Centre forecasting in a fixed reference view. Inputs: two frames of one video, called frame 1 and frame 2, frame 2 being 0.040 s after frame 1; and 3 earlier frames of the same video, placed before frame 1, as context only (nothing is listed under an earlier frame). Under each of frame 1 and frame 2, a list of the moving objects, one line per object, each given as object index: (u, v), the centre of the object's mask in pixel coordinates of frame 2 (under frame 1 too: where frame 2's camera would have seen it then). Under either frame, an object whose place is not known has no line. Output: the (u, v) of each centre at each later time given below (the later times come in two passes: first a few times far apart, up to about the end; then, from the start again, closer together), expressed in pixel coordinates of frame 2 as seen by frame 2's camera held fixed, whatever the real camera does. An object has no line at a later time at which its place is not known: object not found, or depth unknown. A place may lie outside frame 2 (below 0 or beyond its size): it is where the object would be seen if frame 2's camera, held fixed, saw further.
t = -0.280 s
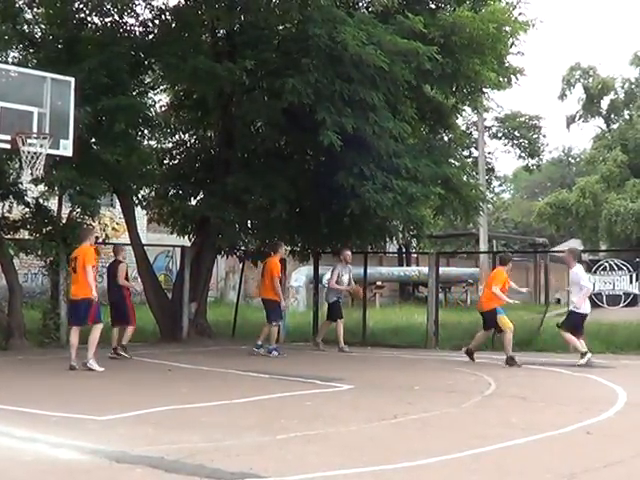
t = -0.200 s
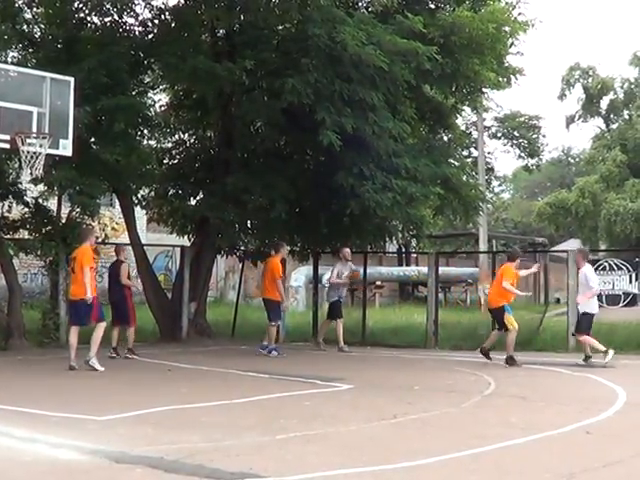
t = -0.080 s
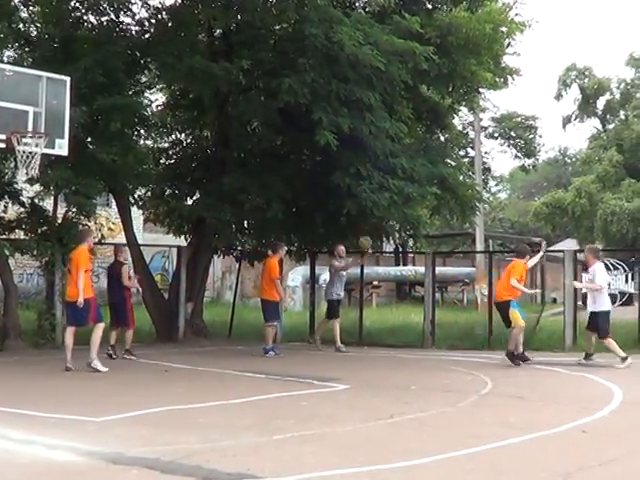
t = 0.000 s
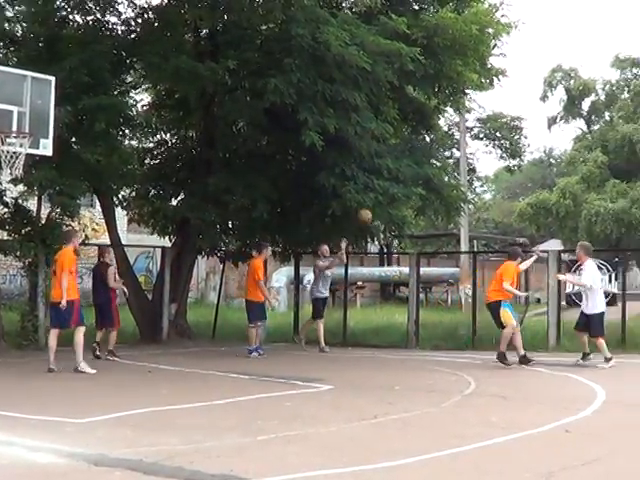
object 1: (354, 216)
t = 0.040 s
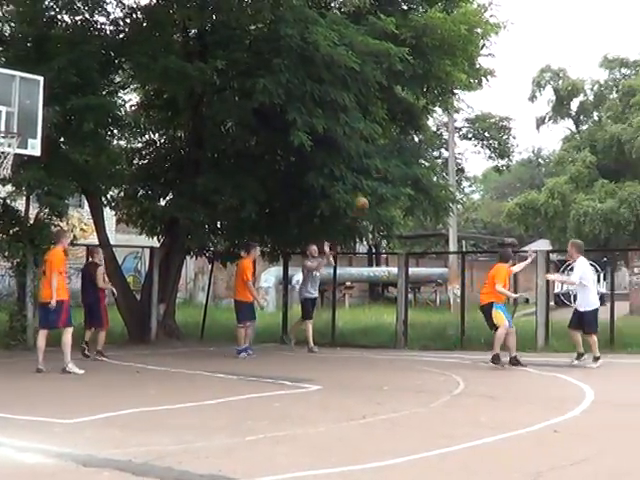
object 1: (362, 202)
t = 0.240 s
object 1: (403, 150)
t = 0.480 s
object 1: (463, 114)
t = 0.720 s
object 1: (536, 113)
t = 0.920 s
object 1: (609, 148)
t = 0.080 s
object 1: (369, 192)
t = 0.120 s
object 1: (378, 179)
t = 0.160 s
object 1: (386, 169)
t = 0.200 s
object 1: (394, 159)
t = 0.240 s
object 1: (403, 150)
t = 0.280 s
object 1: (412, 141)
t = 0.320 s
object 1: (420, 133)
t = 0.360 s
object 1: (428, 128)
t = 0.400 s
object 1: (441, 123)
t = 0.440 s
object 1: (451, 117)
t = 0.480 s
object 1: (463, 114)
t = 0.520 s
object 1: (476, 114)
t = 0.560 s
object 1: (485, 110)
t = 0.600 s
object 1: (494, 107)
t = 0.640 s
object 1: (506, 107)
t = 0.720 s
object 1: (536, 113)
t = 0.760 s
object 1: (549, 117)
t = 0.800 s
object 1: (563, 122)
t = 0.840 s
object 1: (578, 130)
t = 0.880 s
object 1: (595, 137)
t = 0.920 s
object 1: (609, 148)
